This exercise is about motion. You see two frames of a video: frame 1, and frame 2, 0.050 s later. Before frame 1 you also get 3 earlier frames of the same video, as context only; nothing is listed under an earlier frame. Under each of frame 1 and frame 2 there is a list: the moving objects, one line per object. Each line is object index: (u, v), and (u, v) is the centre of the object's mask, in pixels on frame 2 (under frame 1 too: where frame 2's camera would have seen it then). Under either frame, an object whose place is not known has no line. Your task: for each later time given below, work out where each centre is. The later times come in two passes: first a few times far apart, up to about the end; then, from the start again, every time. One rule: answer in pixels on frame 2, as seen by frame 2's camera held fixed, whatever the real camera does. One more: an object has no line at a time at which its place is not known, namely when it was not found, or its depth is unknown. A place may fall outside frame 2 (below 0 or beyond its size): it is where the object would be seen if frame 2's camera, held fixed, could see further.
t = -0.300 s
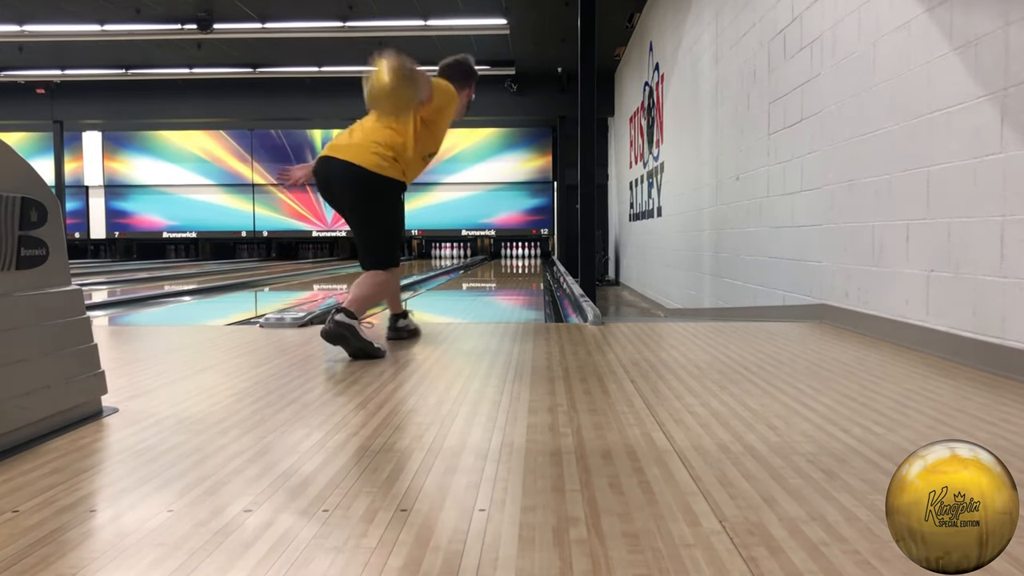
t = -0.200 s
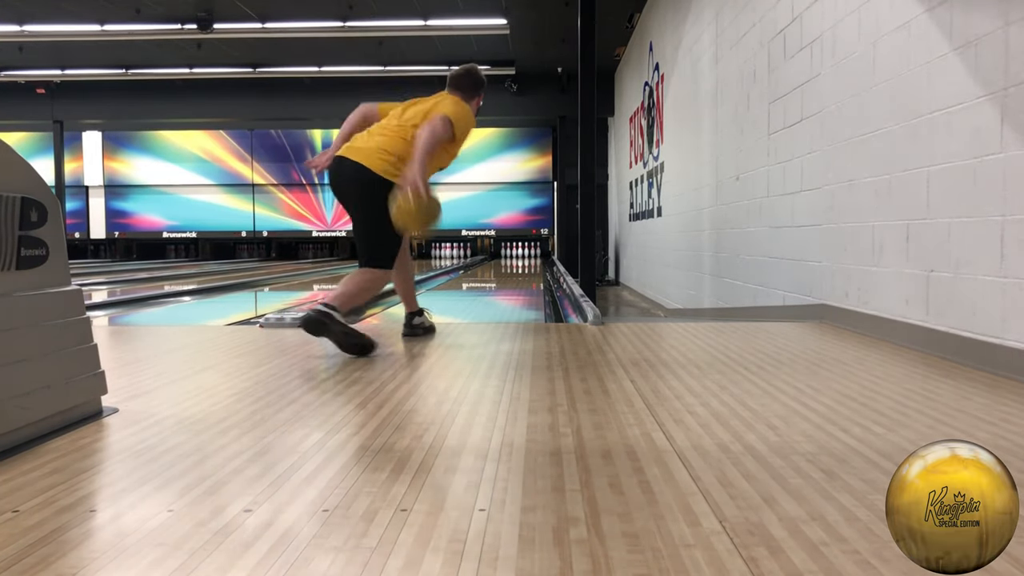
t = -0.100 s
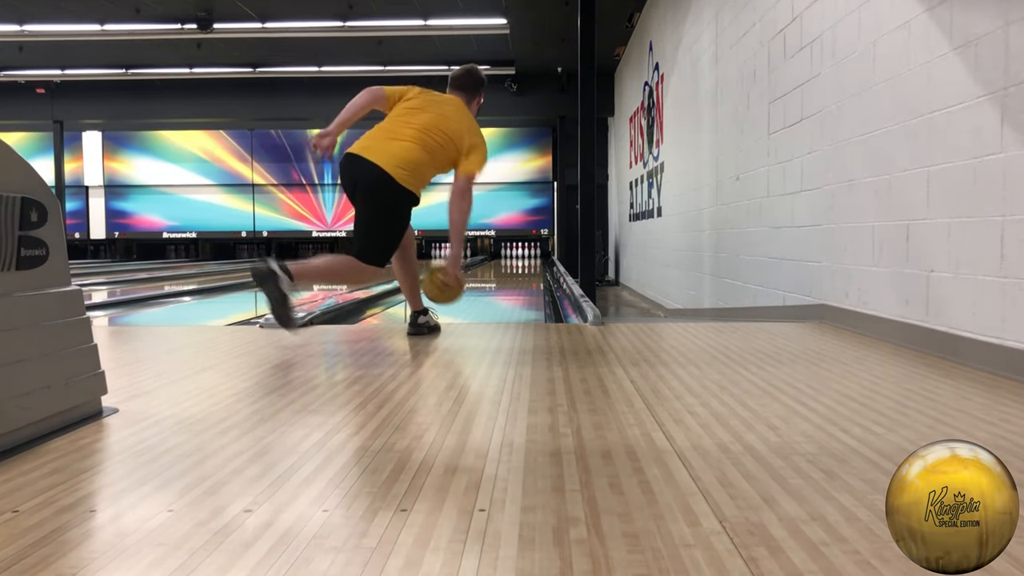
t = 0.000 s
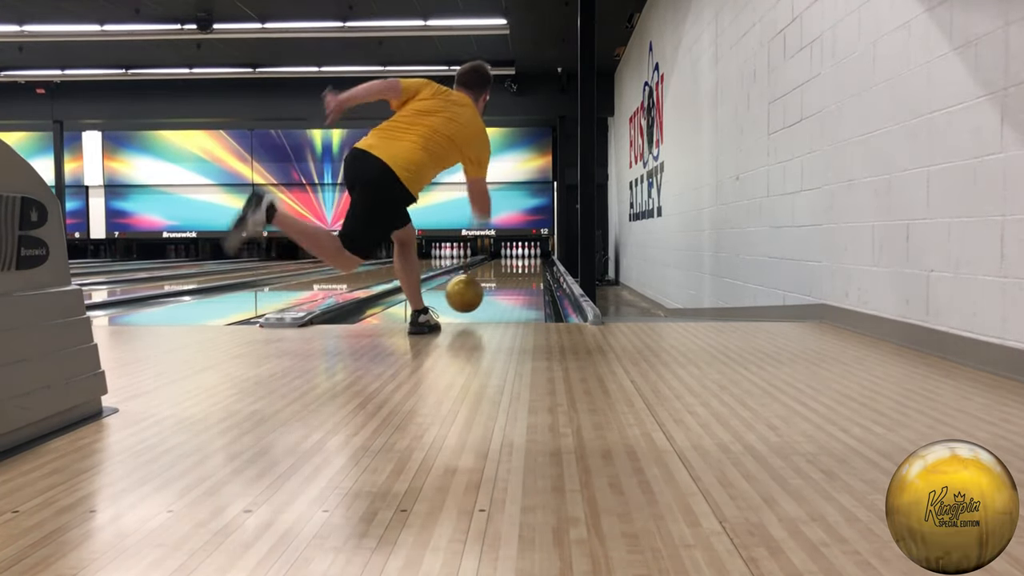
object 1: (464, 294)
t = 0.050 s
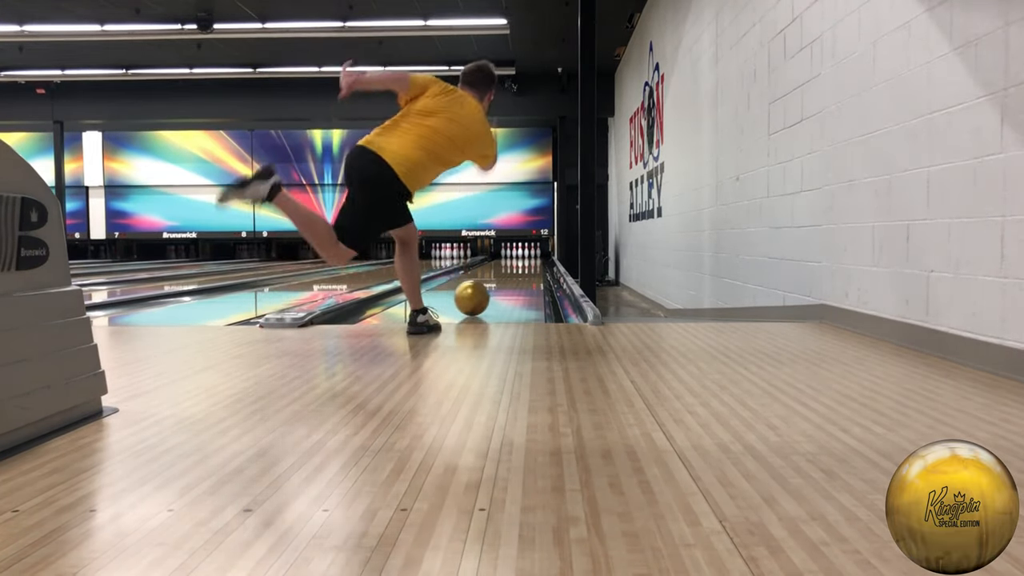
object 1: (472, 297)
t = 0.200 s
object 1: (487, 289)
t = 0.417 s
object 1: (504, 278)
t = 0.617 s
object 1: (513, 272)
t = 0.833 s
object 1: (520, 267)
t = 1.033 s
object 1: (524, 265)
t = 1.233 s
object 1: (528, 262)
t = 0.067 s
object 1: (474, 296)
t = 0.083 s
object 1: (476, 294)
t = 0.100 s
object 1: (478, 290)
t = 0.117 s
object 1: (480, 290)
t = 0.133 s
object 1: (481, 291)
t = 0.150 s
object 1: (483, 291)
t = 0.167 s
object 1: (485, 291)
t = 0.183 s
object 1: (487, 289)
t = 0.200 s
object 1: (487, 289)
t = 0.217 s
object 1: (490, 286)
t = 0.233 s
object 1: (491, 286)
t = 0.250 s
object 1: (492, 285)
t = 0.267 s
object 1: (494, 284)
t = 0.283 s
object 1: (494, 284)
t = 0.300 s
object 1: (496, 283)
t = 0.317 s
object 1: (497, 283)
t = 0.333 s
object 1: (499, 281)
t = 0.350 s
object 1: (500, 281)
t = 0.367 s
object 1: (501, 280)
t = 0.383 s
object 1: (502, 279)
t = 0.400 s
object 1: (503, 279)
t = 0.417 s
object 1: (504, 278)
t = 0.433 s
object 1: (505, 278)
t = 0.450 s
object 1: (506, 277)
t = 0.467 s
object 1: (506, 276)
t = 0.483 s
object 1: (507, 276)
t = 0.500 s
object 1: (508, 276)
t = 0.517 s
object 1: (509, 275)
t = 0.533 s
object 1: (509, 274)
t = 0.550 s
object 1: (510, 274)
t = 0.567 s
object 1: (511, 273)
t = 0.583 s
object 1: (512, 273)
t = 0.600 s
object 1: (512, 273)
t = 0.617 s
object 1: (513, 272)
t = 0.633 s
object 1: (514, 272)
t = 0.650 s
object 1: (514, 271)
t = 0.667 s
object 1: (515, 271)
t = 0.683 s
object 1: (515, 271)
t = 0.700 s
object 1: (516, 270)
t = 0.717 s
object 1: (516, 270)
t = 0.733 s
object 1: (517, 269)
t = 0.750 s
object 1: (518, 269)
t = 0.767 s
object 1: (518, 269)
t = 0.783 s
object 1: (519, 268)
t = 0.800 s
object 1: (519, 268)
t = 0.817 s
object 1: (520, 268)
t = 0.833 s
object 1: (520, 267)
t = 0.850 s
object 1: (521, 267)
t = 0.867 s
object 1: (521, 267)
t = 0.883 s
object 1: (521, 267)
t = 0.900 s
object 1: (522, 266)
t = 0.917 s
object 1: (522, 266)
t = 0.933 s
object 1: (522, 266)
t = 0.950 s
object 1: (523, 265)
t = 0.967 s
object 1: (523, 265)
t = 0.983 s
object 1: (524, 265)
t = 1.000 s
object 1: (524, 265)
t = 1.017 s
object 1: (524, 265)
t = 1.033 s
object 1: (524, 265)
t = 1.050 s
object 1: (525, 264)
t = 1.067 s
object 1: (525, 264)
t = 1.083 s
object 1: (526, 264)
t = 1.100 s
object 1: (526, 264)
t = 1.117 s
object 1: (526, 263)
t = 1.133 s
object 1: (527, 263)
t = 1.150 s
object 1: (526, 263)
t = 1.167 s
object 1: (527, 263)
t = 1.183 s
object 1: (528, 262)
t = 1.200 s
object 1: (528, 262)
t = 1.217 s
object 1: (528, 262)
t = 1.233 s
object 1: (528, 262)
